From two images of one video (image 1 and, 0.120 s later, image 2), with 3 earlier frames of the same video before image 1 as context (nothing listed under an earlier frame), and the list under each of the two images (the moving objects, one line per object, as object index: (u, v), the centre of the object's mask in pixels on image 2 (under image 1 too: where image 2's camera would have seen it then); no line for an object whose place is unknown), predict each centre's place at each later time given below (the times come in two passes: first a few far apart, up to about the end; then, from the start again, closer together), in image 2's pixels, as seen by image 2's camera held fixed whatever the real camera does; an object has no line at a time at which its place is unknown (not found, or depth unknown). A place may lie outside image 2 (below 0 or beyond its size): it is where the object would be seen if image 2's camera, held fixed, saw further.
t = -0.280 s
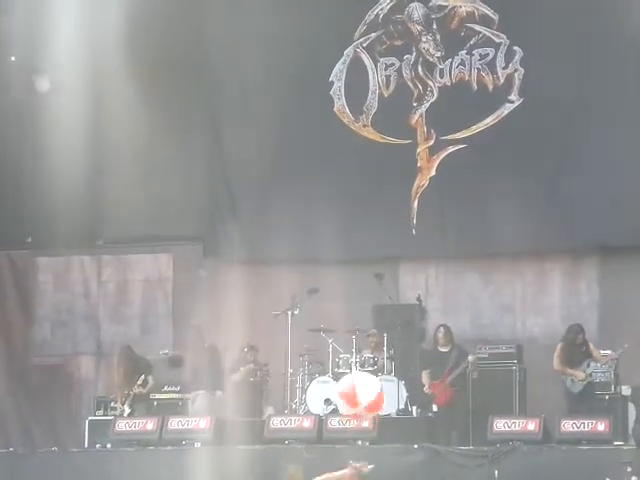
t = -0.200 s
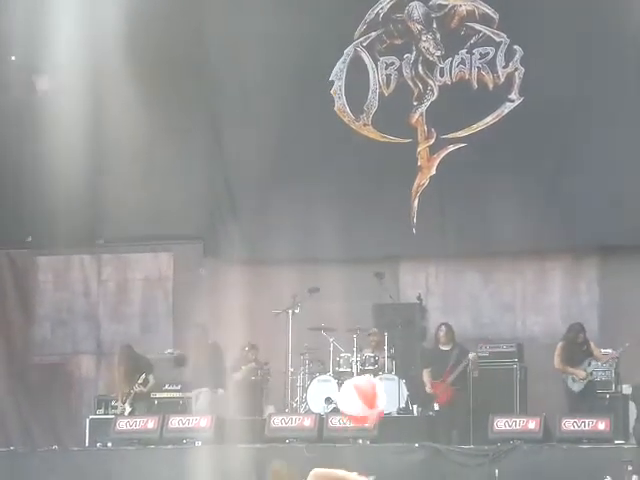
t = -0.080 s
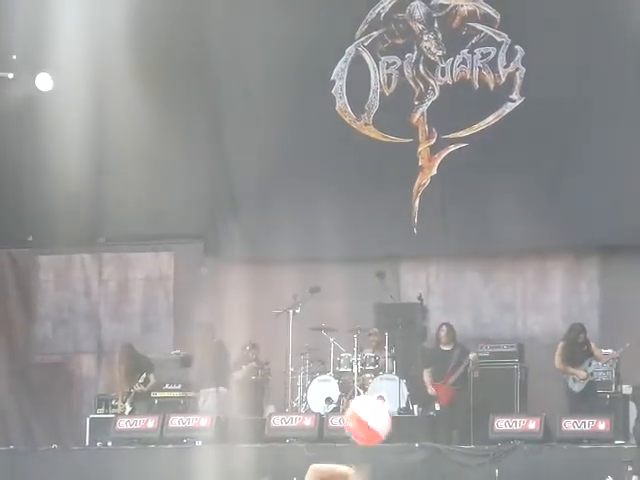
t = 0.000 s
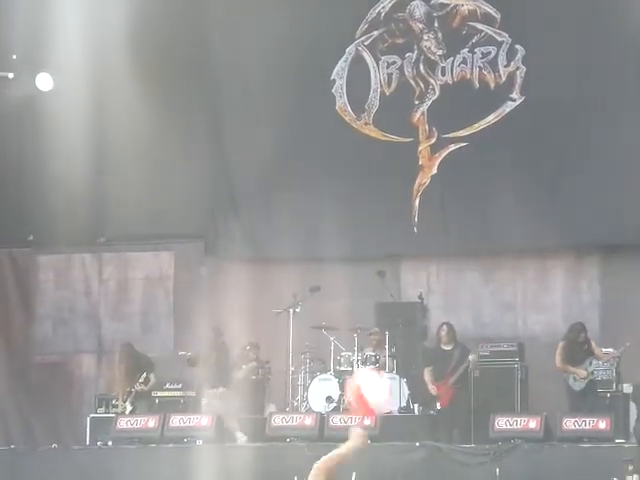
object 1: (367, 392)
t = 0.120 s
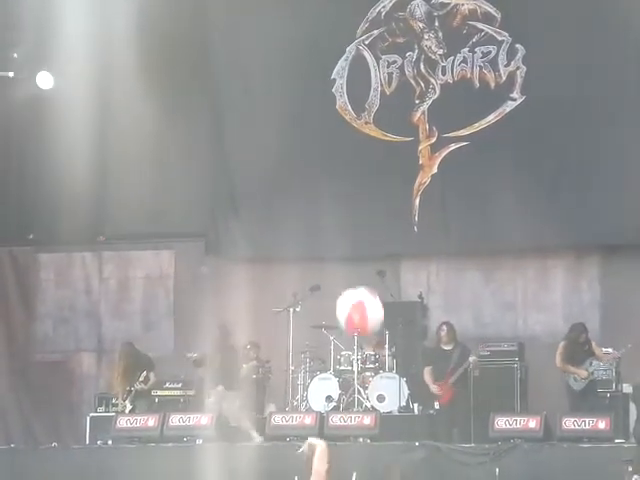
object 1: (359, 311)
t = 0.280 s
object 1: (376, 241)
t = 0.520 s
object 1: (422, 195)
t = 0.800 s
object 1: (488, 202)
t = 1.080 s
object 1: (554, 265)
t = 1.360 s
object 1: (607, 378)
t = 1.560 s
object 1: (629, 474)
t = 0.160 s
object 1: (361, 289)
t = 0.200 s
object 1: (365, 271)
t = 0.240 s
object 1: (370, 256)
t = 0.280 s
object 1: (376, 241)
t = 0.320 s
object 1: (382, 229)
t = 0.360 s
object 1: (389, 219)
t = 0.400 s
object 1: (396, 211)
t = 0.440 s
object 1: (405, 204)
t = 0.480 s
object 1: (413, 199)
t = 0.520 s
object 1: (422, 195)
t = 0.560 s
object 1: (431, 192)
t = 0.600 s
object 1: (441, 190)
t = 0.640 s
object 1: (450, 190)
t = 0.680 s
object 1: (460, 192)
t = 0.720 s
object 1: (468, 194)
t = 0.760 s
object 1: (478, 198)
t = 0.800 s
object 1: (488, 202)
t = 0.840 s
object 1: (497, 208)
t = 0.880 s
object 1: (508, 215)
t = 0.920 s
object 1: (518, 223)
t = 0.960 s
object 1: (527, 232)
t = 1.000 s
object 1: (536, 242)
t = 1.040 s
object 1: (545, 252)
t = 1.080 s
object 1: (554, 265)
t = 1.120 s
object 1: (563, 278)
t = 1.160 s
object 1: (571, 293)
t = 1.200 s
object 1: (580, 307)
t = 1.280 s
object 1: (594, 341)
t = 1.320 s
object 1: (600, 360)
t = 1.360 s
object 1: (607, 378)
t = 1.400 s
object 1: (613, 398)
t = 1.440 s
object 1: (617, 420)
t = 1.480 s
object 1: (621, 442)
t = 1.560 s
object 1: (629, 474)
